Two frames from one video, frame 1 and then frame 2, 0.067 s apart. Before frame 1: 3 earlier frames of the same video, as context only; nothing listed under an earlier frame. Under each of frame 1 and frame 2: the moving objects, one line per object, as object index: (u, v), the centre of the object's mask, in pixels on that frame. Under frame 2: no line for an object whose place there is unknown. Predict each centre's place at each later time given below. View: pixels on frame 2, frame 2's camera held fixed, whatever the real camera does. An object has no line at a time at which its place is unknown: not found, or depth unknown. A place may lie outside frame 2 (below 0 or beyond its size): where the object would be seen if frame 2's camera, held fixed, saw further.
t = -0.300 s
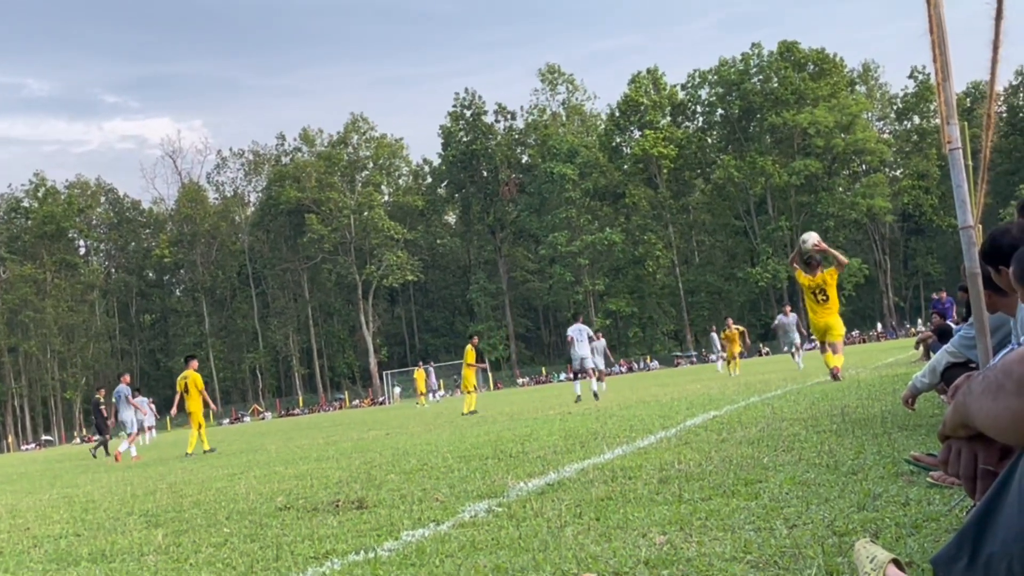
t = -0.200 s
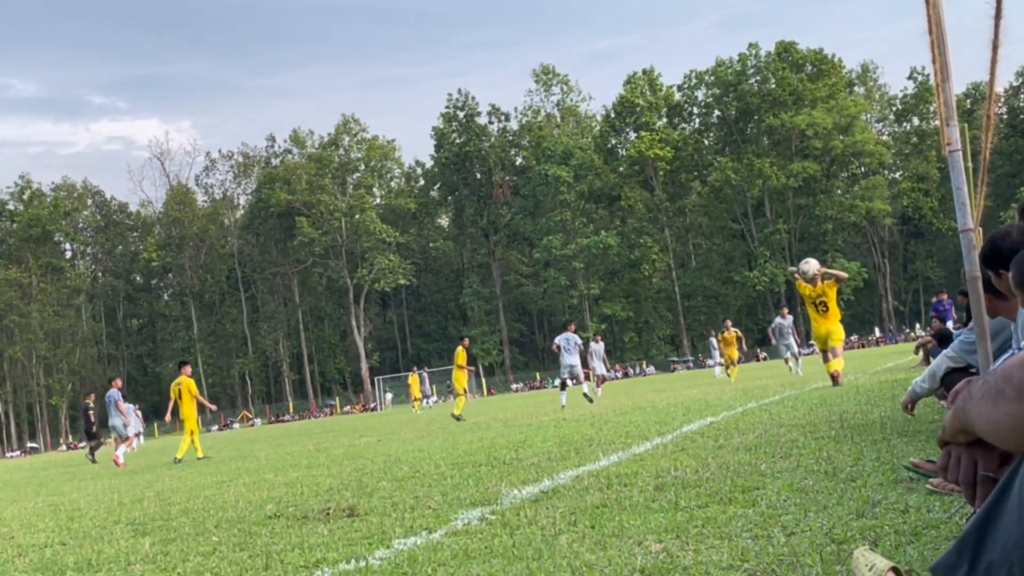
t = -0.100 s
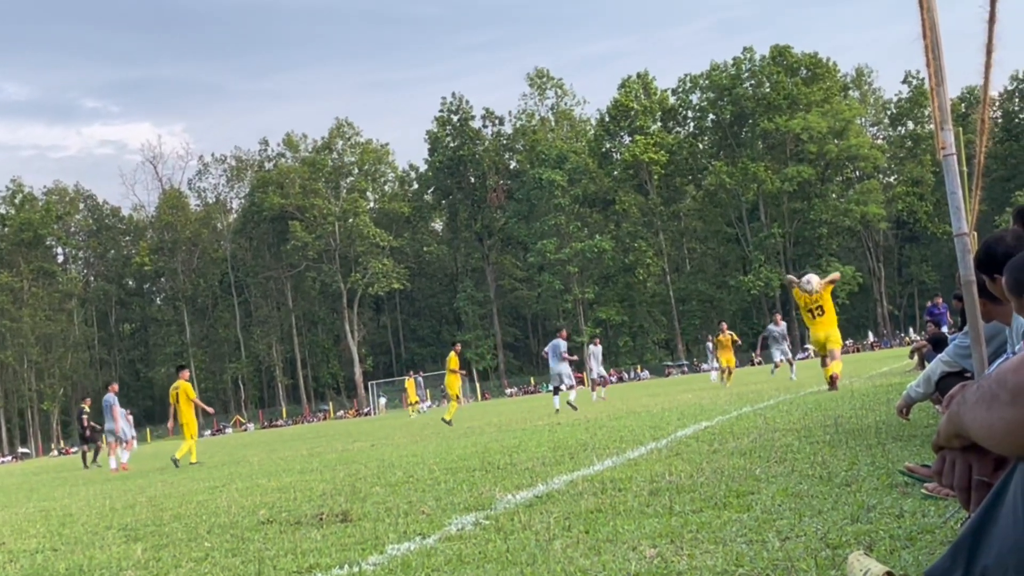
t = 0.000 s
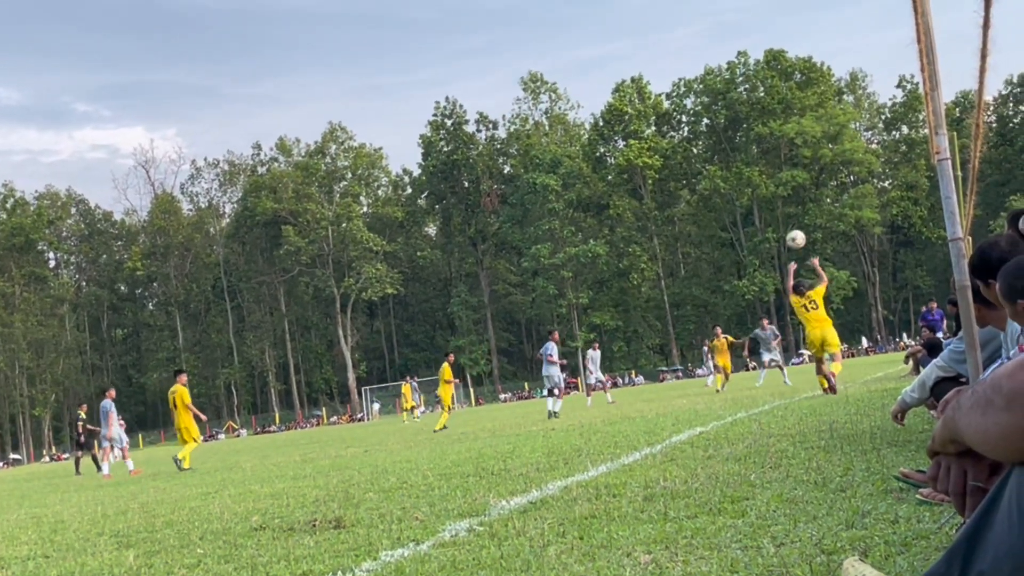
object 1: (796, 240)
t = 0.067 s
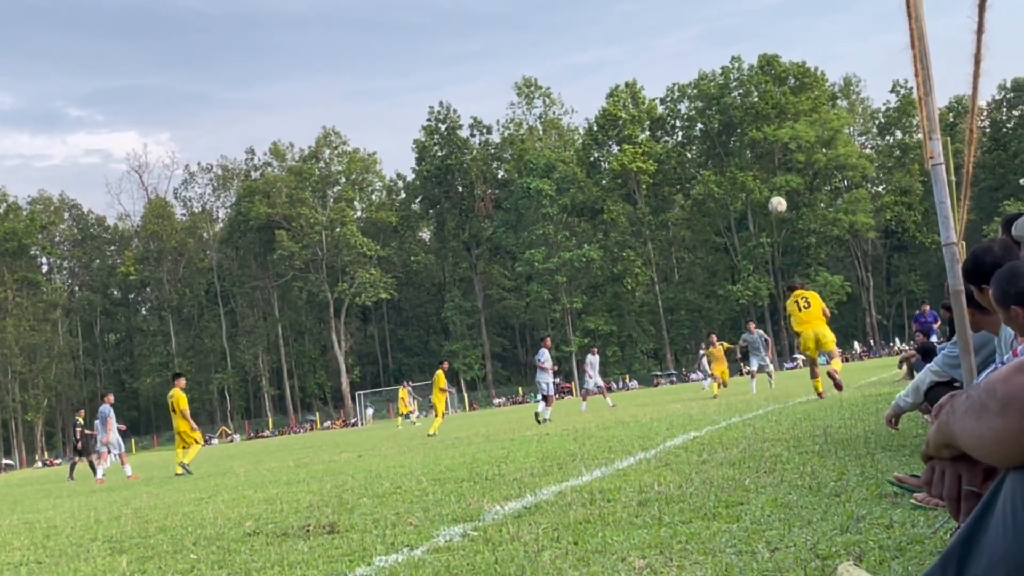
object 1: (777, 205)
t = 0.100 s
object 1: (774, 195)
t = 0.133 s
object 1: (771, 186)
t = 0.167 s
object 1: (769, 180)
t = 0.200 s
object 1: (768, 174)
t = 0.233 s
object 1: (767, 169)
